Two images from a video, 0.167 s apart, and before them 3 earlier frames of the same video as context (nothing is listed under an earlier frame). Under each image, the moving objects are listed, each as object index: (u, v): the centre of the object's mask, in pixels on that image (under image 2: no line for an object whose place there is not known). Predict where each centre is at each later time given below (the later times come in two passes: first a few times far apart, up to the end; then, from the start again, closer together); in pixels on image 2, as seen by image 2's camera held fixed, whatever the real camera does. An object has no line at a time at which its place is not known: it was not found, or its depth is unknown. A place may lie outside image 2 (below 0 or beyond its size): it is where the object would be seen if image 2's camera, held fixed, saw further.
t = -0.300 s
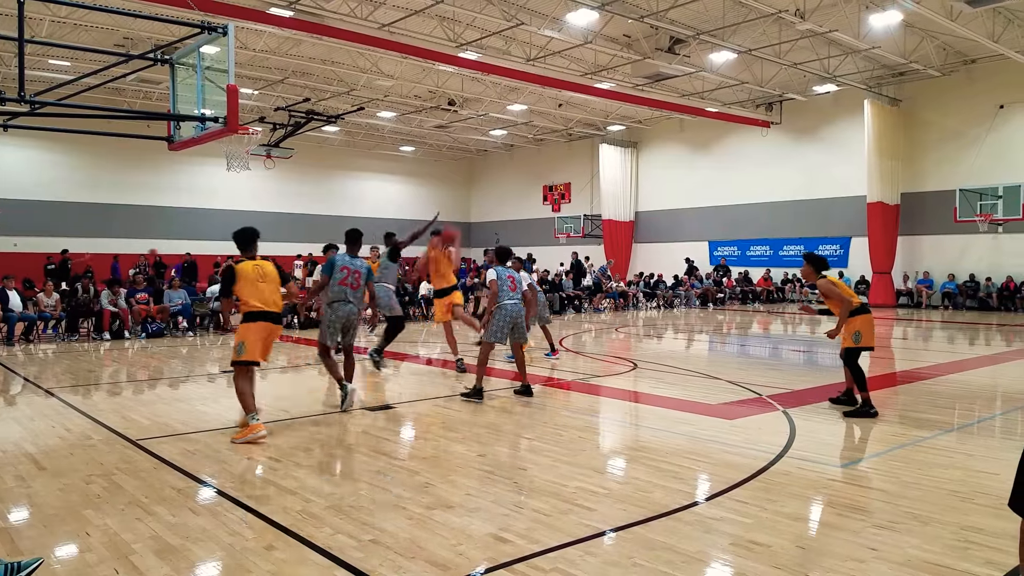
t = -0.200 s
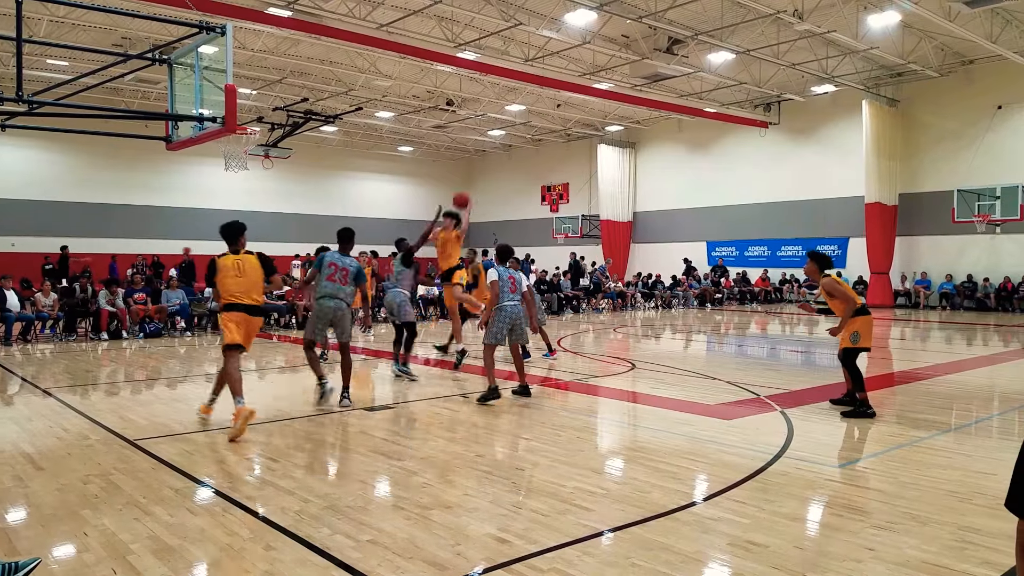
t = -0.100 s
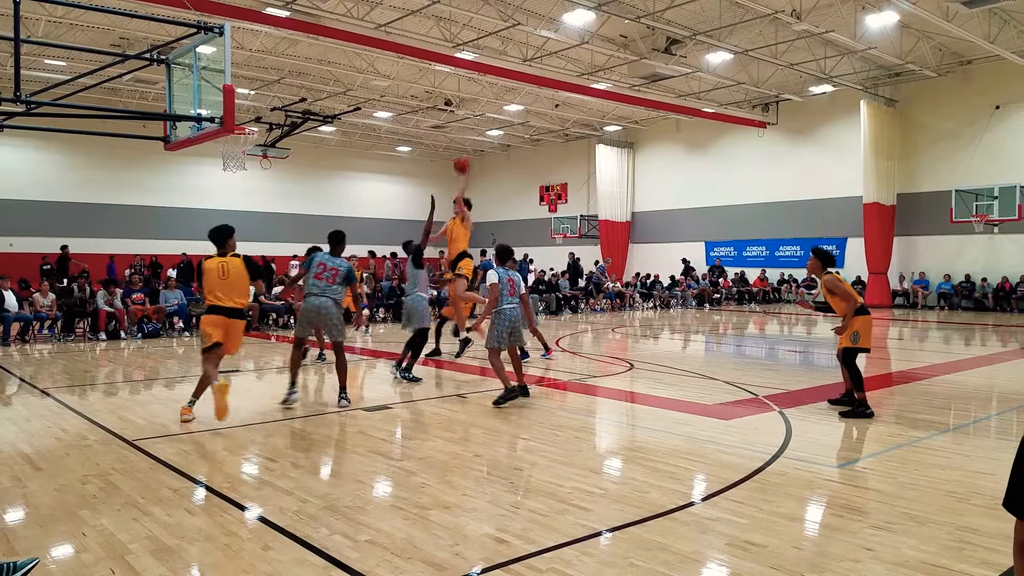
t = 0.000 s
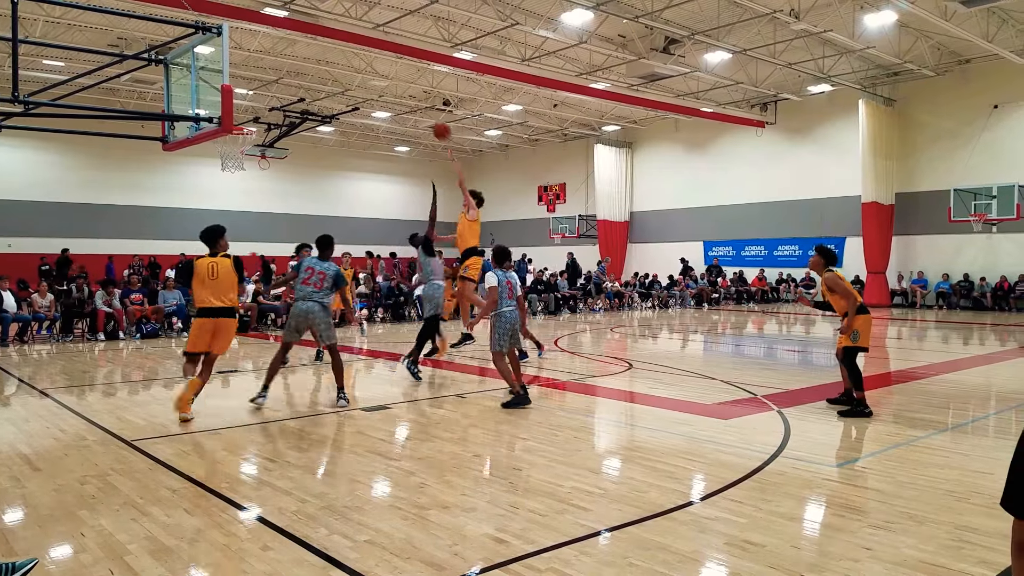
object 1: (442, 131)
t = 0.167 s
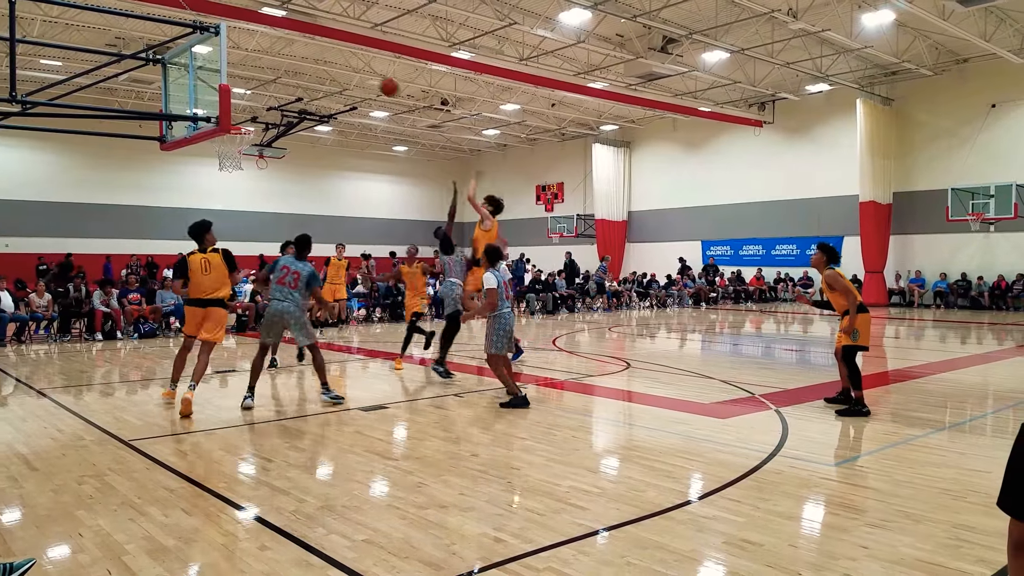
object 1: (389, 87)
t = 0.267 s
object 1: (358, 71)
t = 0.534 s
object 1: (268, 66)
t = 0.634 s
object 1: (234, 80)
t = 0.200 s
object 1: (378, 81)
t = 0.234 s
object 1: (368, 75)
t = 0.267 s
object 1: (358, 71)
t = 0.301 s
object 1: (346, 67)
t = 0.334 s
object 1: (335, 64)
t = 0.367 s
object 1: (324, 62)
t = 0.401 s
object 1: (314, 61)
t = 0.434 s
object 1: (302, 61)
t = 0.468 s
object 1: (291, 62)
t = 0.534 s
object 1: (268, 66)
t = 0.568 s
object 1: (257, 70)
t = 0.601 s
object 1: (245, 75)
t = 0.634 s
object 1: (234, 80)
